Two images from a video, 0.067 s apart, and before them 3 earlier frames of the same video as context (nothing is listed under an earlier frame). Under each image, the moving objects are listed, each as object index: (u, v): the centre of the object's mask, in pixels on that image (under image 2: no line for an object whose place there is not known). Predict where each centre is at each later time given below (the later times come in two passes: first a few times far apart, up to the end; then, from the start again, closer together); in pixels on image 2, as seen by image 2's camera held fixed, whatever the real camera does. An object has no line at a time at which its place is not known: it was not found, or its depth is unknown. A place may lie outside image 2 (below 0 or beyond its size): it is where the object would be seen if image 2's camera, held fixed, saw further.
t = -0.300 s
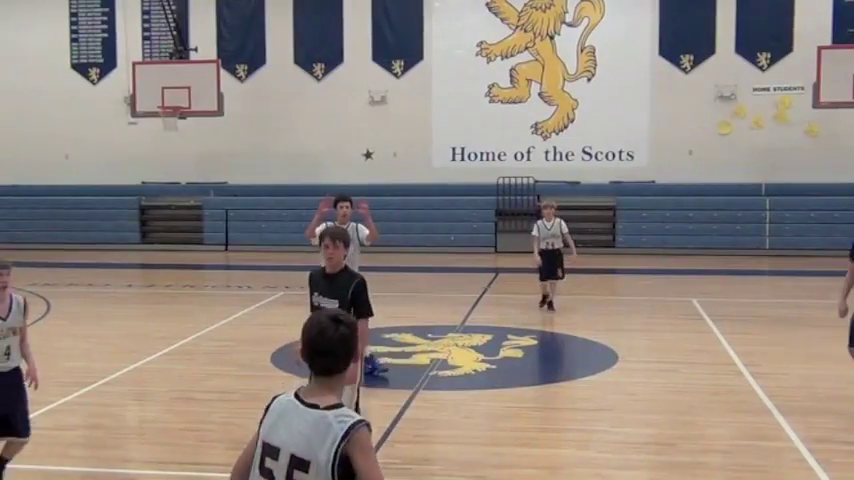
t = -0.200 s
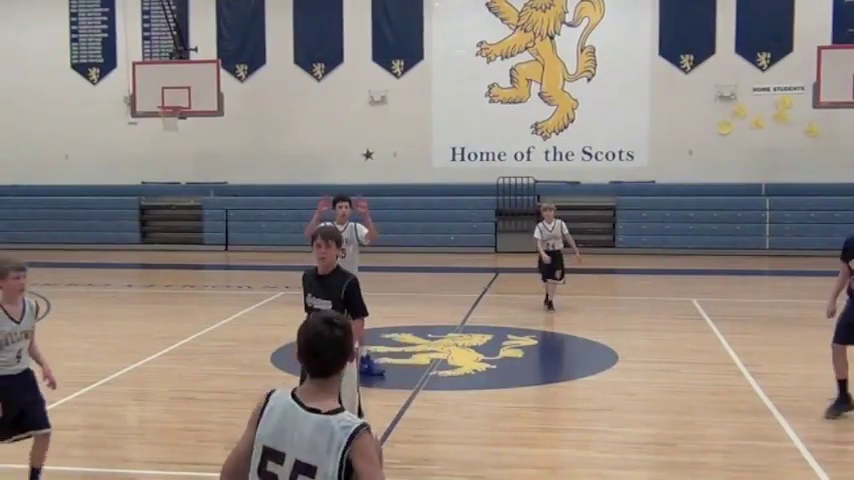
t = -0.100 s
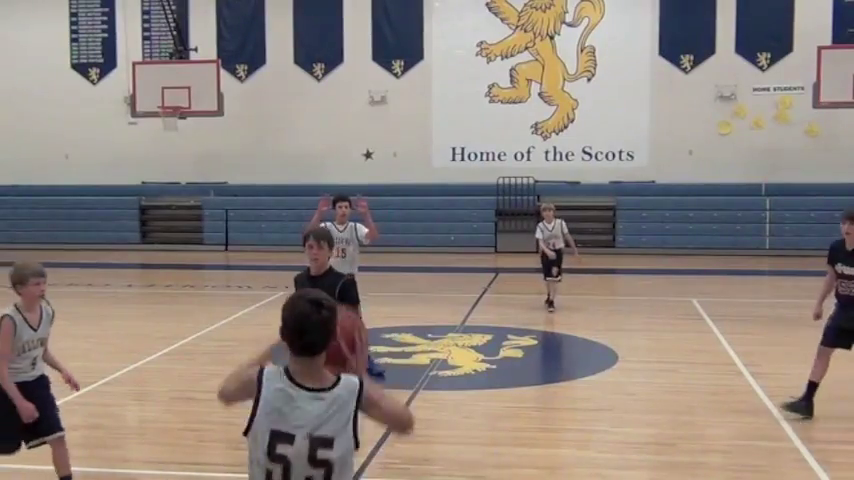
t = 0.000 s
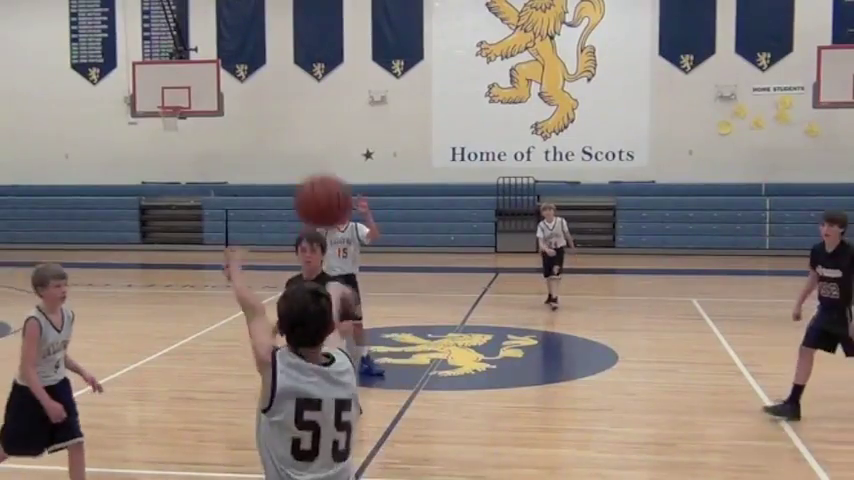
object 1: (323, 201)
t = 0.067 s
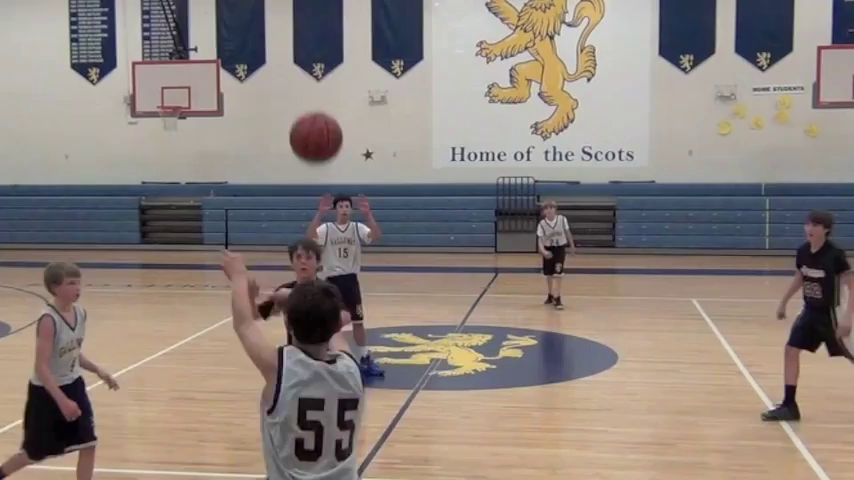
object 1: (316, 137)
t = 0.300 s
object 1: (300, 42)
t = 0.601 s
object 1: (288, 74)
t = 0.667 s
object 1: (286, 93)
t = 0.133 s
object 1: (310, 93)
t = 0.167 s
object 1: (308, 76)
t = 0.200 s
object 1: (306, 64)
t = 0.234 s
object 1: (303, 54)
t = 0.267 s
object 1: (302, 47)
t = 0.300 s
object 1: (300, 42)
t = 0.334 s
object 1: (298, 40)
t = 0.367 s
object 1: (297, 40)
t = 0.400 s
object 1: (295, 41)
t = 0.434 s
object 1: (294, 43)
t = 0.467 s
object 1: (293, 47)
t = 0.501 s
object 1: (291, 52)
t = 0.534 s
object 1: (290, 58)
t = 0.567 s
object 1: (289, 65)
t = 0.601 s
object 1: (288, 74)
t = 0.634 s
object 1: (287, 83)
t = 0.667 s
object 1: (286, 93)
